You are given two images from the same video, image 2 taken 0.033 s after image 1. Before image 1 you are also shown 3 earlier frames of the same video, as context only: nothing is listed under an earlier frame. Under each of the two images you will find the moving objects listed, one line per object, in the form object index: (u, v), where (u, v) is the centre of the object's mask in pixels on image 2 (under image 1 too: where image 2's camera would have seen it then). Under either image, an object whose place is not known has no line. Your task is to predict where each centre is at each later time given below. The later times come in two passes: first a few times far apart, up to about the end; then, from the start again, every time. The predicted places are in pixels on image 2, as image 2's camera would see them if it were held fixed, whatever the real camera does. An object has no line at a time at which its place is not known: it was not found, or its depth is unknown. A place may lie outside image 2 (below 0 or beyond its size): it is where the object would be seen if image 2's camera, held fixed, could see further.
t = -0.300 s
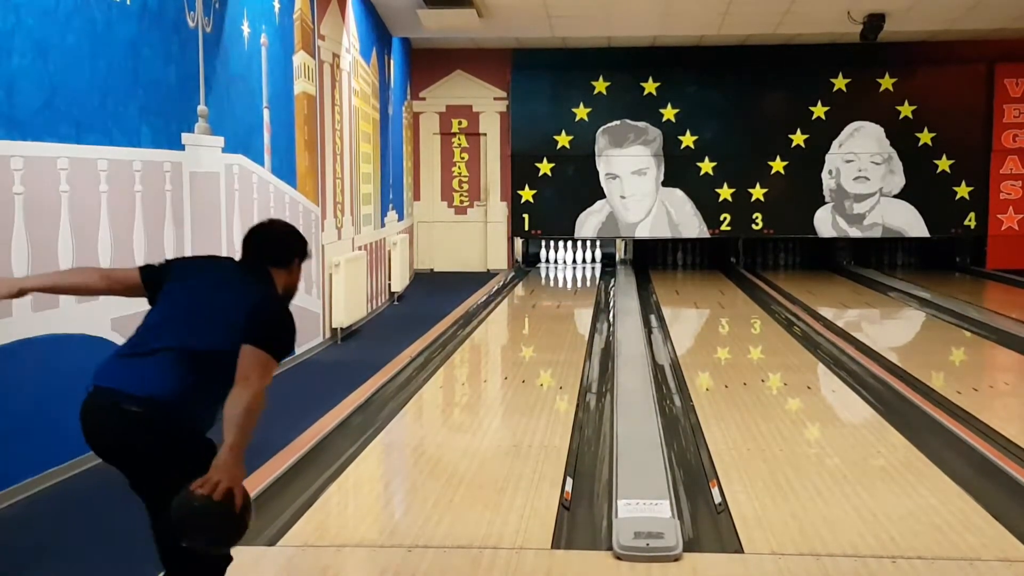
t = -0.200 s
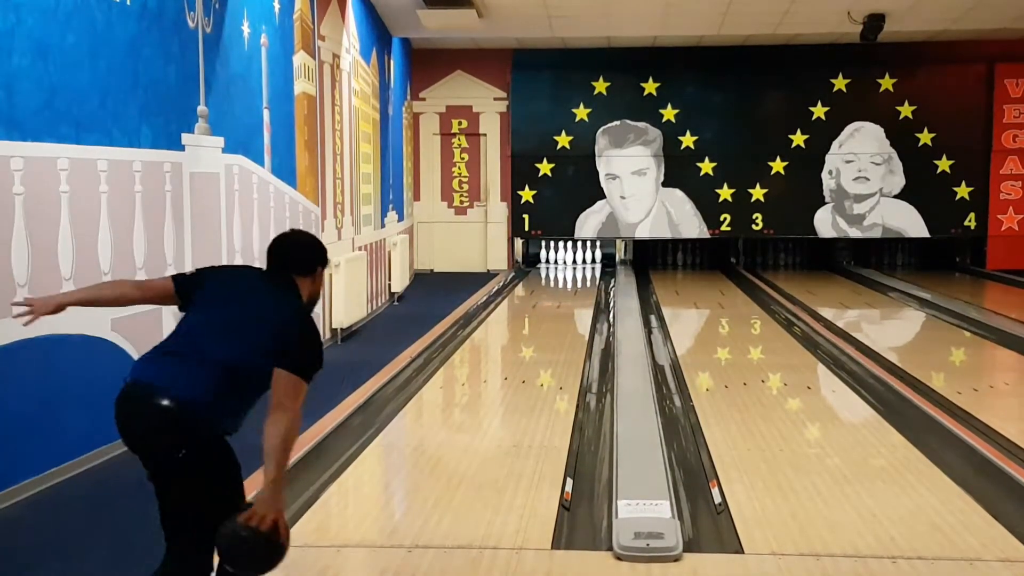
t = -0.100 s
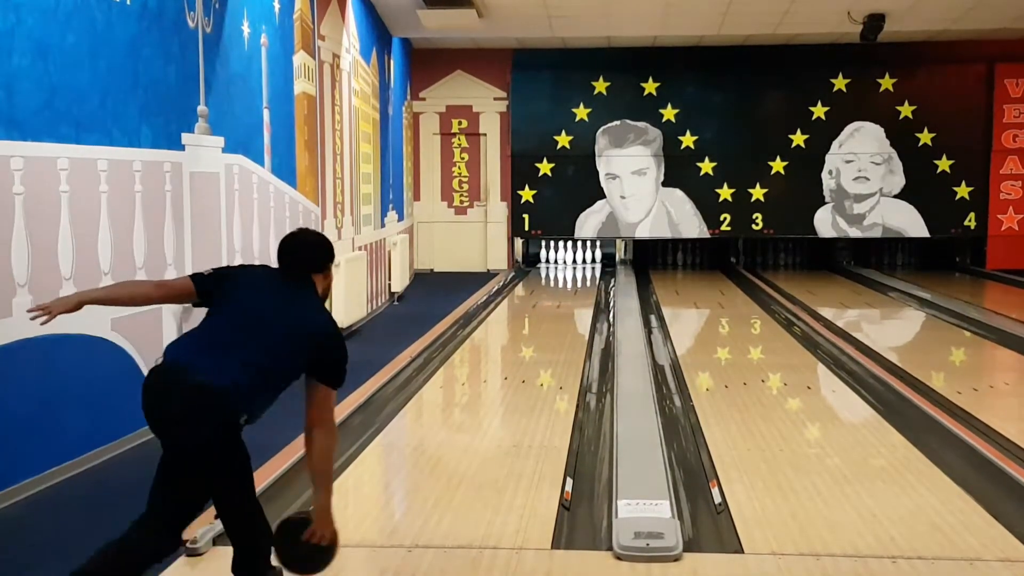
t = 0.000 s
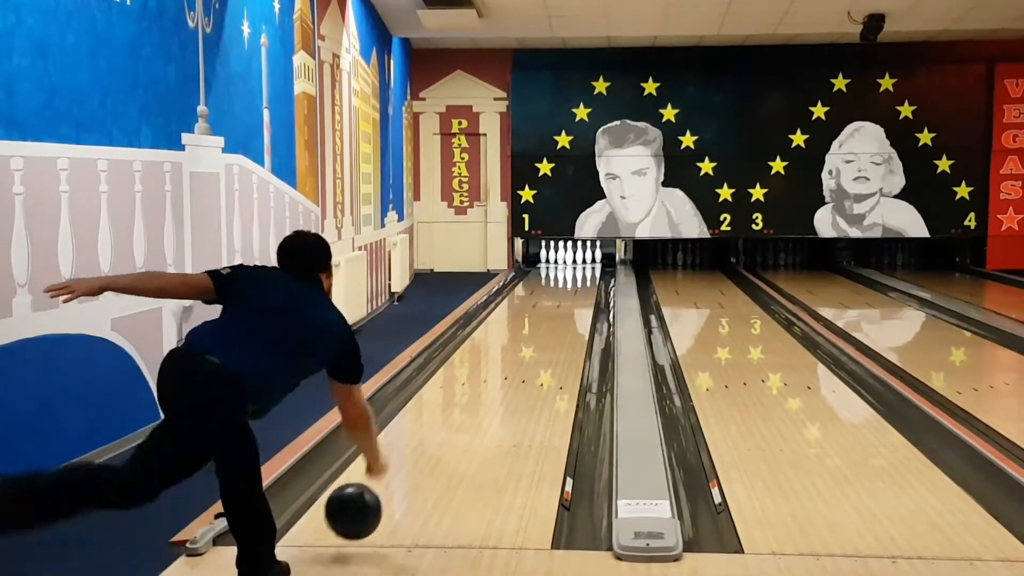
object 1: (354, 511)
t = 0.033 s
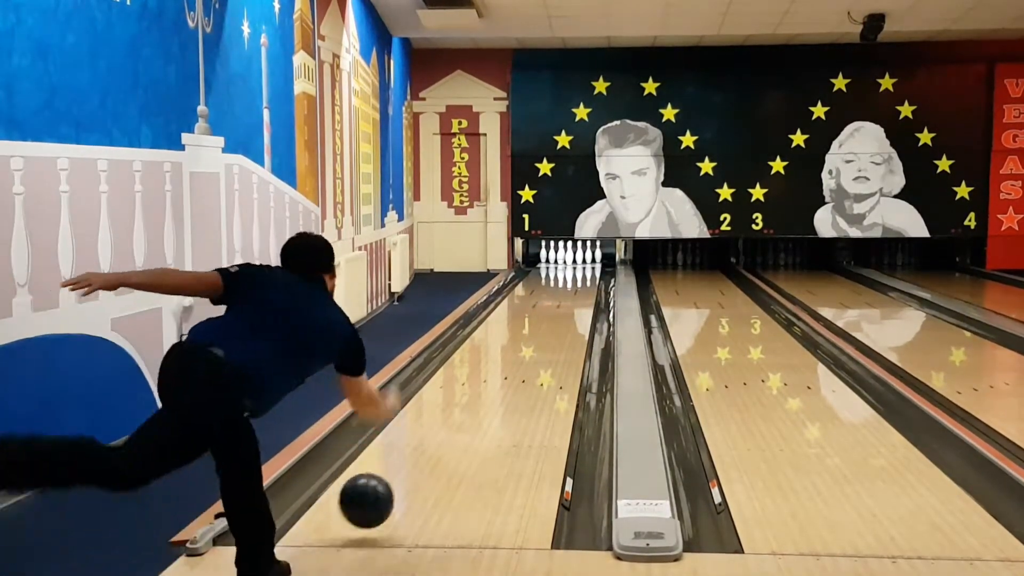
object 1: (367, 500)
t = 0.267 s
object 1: (435, 443)
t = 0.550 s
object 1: (485, 389)
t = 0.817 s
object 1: (515, 356)
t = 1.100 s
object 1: (537, 331)
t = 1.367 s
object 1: (551, 313)
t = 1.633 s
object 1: (561, 300)
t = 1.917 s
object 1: (569, 288)
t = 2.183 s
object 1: (573, 278)
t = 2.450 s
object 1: (575, 271)
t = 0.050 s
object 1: (373, 496)
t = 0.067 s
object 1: (379, 493)
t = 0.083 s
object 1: (384, 491)
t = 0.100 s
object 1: (390, 490)
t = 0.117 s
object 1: (395, 484)
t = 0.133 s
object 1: (400, 479)
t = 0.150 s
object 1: (405, 473)
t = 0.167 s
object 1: (410, 469)
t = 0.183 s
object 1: (415, 465)
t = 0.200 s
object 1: (419, 460)
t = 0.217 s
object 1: (423, 455)
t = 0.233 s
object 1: (427, 451)
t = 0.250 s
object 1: (431, 447)
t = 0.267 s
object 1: (435, 443)
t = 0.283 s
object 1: (439, 439)
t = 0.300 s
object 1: (443, 435)
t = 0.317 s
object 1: (446, 431)
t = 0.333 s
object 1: (450, 428)
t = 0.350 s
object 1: (453, 424)
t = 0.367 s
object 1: (456, 421)
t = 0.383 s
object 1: (459, 418)
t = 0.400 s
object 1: (462, 414)
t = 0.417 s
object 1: (465, 411)
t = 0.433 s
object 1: (468, 409)
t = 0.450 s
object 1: (471, 405)
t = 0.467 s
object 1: (473, 403)
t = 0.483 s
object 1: (476, 400)
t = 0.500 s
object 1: (478, 397)
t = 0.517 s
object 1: (481, 395)
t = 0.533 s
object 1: (483, 392)
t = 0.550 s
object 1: (485, 389)
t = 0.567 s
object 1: (488, 387)
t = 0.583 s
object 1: (490, 384)
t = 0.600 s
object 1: (492, 382)
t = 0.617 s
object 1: (494, 380)
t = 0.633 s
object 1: (496, 377)
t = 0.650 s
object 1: (498, 375)
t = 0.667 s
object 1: (500, 373)
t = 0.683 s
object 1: (502, 371)
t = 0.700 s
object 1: (504, 369)
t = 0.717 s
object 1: (506, 367)
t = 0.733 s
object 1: (507, 365)
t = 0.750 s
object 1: (509, 363)
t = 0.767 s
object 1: (511, 362)
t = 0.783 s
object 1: (512, 360)
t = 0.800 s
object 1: (514, 358)
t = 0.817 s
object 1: (515, 356)
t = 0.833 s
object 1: (517, 355)
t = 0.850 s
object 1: (518, 353)
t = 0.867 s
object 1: (520, 351)
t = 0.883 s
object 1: (521, 349)
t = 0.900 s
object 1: (523, 348)
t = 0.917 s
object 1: (524, 346)
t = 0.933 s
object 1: (525, 345)
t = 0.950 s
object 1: (526, 343)
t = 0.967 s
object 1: (528, 342)
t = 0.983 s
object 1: (529, 340)
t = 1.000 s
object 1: (530, 339)
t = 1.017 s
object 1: (531, 338)
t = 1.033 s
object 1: (533, 336)
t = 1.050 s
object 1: (534, 335)
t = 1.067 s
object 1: (535, 334)
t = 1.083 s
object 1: (536, 332)
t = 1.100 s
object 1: (537, 331)
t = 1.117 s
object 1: (538, 330)
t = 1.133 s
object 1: (539, 329)
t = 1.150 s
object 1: (540, 327)
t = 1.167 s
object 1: (541, 326)
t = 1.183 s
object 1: (542, 325)
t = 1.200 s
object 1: (543, 324)
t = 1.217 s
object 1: (544, 323)
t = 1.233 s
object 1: (544, 322)
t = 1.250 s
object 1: (545, 321)
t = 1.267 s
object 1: (546, 320)
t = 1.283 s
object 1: (547, 319)
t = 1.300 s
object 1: (548, 317)
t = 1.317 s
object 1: (549, 316)
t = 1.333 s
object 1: (550, 315)
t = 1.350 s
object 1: (550, 314)
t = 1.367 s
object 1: (551, 313)
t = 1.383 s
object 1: (552, 312)
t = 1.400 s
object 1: (552, 312)
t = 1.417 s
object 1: (553, 311)
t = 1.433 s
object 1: (554, 310)
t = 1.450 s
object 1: (554, 309)
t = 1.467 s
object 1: (555, 308)
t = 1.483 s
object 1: (556, 307)
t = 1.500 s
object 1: (556, 306)
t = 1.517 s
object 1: (557, 305)
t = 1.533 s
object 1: (558, 304)
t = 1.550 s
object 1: (558, 304)
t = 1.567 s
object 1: (559, 303)
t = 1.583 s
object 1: (559, 302)
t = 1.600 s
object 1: (560, 301)
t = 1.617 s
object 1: (560, 300)
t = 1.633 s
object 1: (561, 300)
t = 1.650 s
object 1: (562, 299)
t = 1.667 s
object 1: (562, 298)
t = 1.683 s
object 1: (563, 297)
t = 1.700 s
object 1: (563, 297)
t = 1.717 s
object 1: (563, 296)
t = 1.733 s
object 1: (564, 295)
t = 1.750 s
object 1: (565, 295)
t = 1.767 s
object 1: (565, 294)
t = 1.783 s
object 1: (565, 293)
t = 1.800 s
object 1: (566, 292)
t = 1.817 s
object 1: (567, 292)
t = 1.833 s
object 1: (567, 291)
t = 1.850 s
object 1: (567, 290)
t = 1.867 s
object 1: (568, 290)
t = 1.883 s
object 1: (568, 289)
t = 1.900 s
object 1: (568, 289)
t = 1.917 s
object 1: (569, 288)
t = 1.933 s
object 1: (569, 287)
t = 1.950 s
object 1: (570, 287)
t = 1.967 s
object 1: (570, 286)
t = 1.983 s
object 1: (570, 286)
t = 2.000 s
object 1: (571, 285)
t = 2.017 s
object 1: (571, 284)
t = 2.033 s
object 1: (571, 284)
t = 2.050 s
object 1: (572, 283)
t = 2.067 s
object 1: (572, 283)
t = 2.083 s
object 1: (572, 282)
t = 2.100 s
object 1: (572, 281)
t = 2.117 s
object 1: (573, 281)
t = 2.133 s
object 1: (573, 280)
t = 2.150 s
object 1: (573, 280)
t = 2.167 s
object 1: (573, 279)
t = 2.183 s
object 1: (573, 278)
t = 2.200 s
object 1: (574, 278)
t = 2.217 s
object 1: (574, 277)
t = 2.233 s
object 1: (574, 277)
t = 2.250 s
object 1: (574, 276)
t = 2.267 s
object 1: (574, 276)
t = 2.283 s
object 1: (574, 275)
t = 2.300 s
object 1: (574, 275)
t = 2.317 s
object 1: (575, 274)
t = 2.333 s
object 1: (574, 274)
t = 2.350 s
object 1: (575, 274)
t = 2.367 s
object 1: (575, 273)
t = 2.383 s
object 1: (575, 273)
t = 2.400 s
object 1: (575, 272)
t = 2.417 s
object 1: (575, 272)
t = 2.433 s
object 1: (575, 272)
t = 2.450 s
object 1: (575, 271)
